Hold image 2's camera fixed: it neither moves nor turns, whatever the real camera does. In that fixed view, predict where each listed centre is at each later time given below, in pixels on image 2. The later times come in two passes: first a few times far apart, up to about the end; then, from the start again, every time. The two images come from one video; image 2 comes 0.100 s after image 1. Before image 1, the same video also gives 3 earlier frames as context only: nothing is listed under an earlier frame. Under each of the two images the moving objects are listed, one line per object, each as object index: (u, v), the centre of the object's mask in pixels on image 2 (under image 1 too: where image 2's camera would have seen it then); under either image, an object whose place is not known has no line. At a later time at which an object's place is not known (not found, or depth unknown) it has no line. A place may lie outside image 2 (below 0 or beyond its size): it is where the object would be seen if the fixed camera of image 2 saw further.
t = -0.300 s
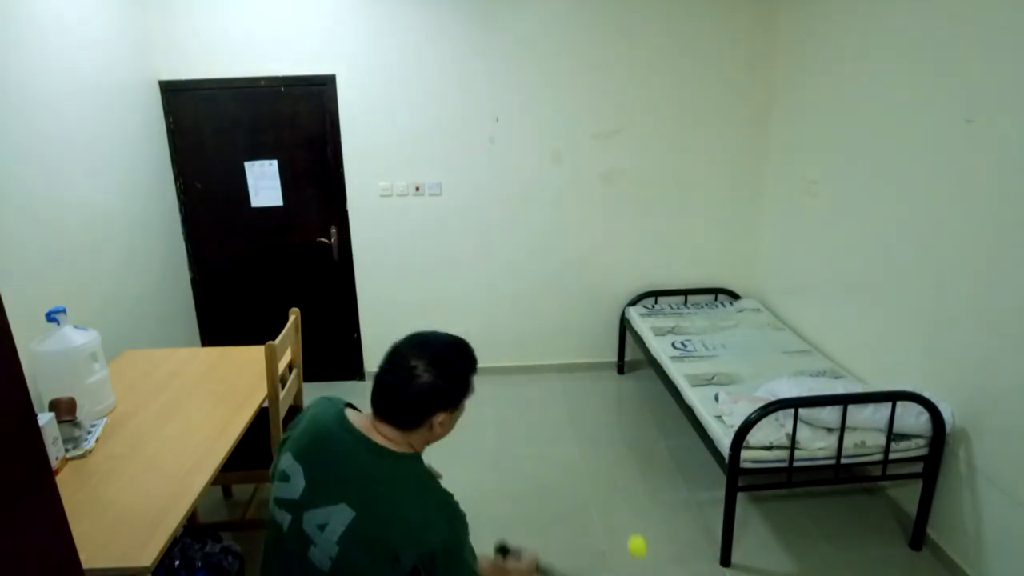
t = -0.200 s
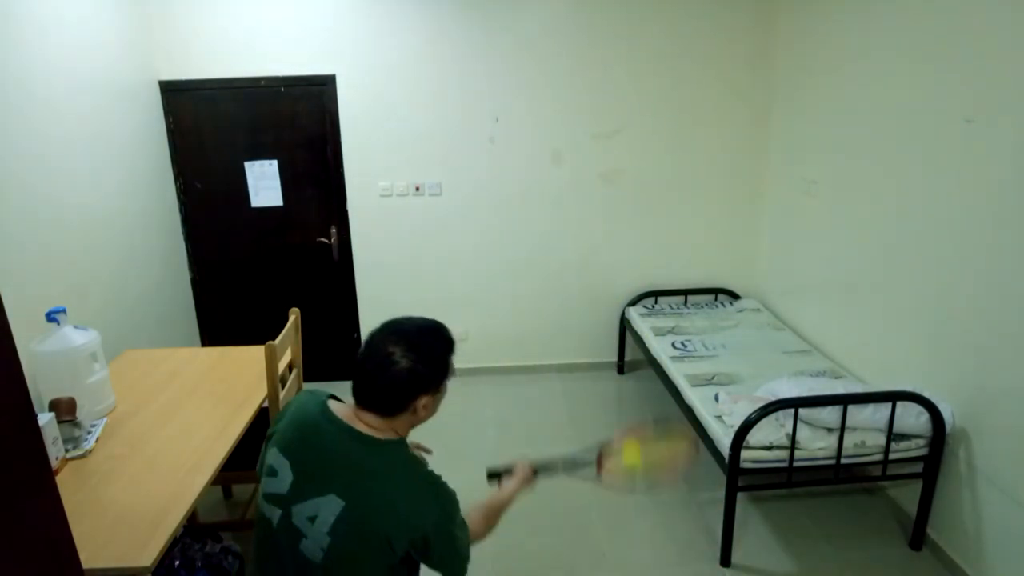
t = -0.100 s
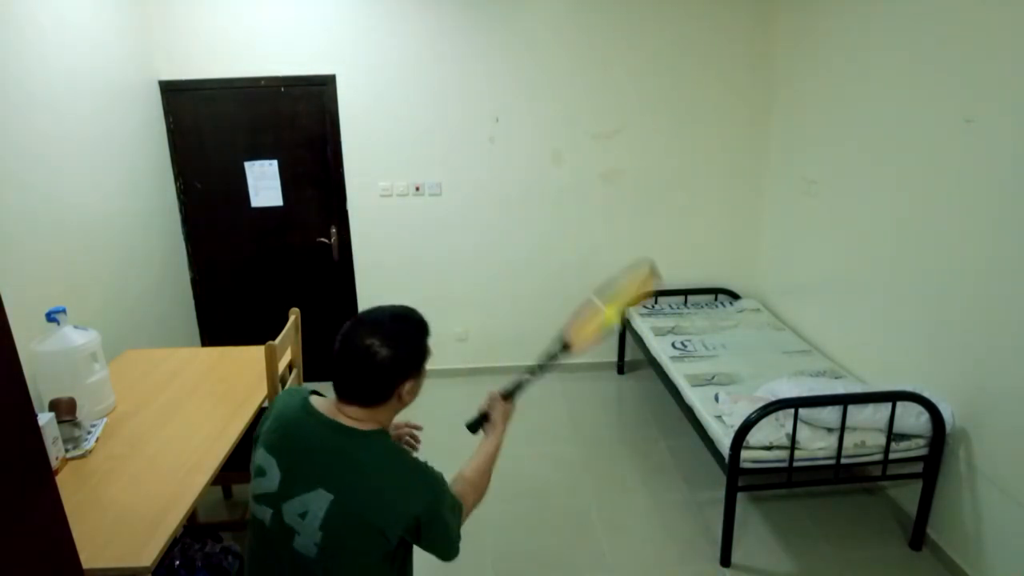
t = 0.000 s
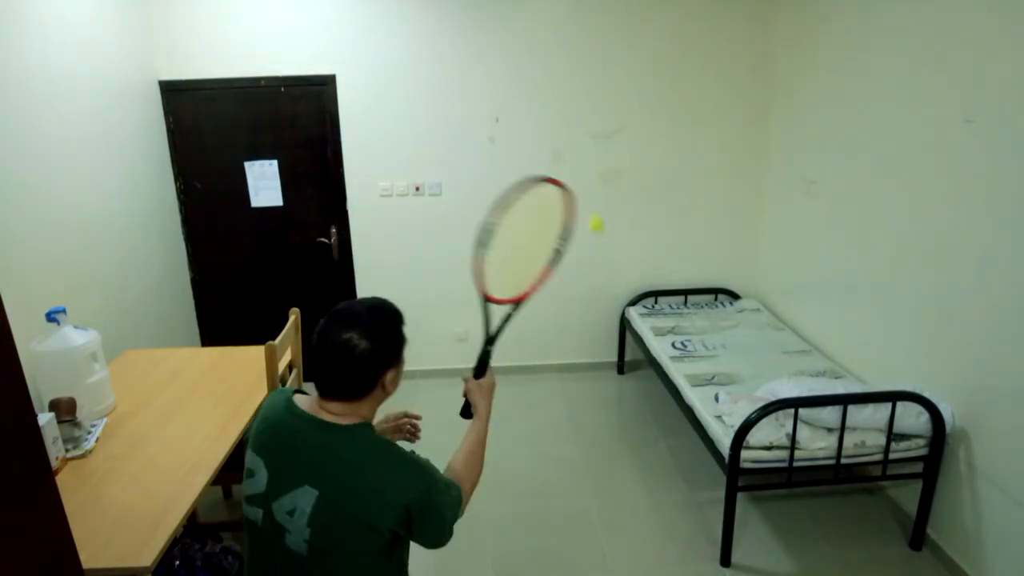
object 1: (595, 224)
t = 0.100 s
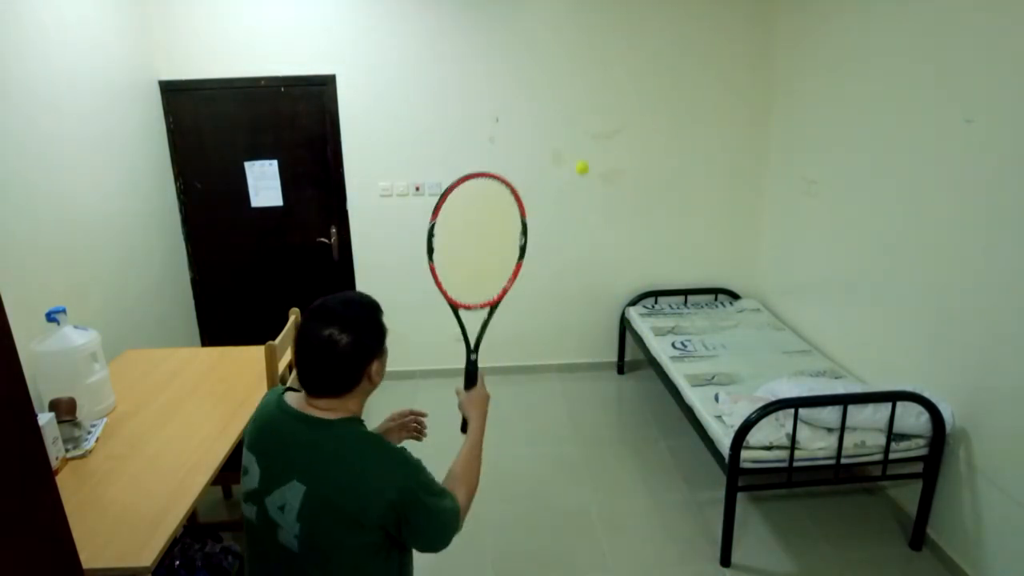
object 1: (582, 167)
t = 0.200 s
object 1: (570, 140)
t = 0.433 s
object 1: (553, 149)
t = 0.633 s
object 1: (582, 198)
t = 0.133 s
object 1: (577, 155)
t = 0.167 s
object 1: (573, 146)
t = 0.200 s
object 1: (570, 140)
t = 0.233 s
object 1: (566, 135)
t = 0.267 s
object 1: (563, 134)
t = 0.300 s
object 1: (560, 134)
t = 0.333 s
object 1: (557, 136)
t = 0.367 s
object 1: (555, 140)
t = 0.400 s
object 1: (552, 146)
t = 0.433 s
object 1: (553, 149)
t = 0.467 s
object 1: (557, 152)
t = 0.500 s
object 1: (562, 156)
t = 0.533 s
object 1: (566, 163)
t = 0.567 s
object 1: (571, 172)
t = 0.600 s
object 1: (576, 183)
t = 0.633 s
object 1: (582, 198)
